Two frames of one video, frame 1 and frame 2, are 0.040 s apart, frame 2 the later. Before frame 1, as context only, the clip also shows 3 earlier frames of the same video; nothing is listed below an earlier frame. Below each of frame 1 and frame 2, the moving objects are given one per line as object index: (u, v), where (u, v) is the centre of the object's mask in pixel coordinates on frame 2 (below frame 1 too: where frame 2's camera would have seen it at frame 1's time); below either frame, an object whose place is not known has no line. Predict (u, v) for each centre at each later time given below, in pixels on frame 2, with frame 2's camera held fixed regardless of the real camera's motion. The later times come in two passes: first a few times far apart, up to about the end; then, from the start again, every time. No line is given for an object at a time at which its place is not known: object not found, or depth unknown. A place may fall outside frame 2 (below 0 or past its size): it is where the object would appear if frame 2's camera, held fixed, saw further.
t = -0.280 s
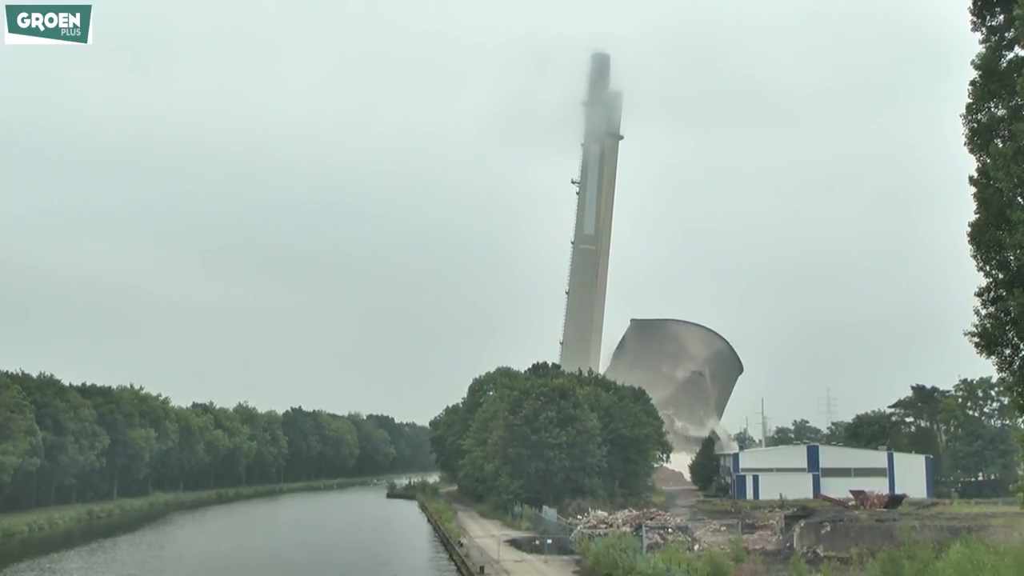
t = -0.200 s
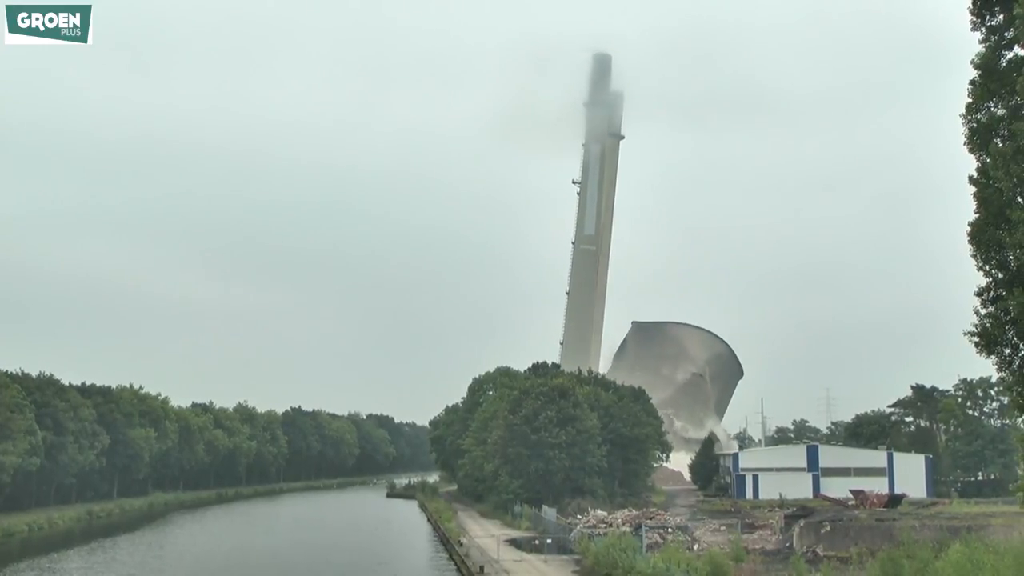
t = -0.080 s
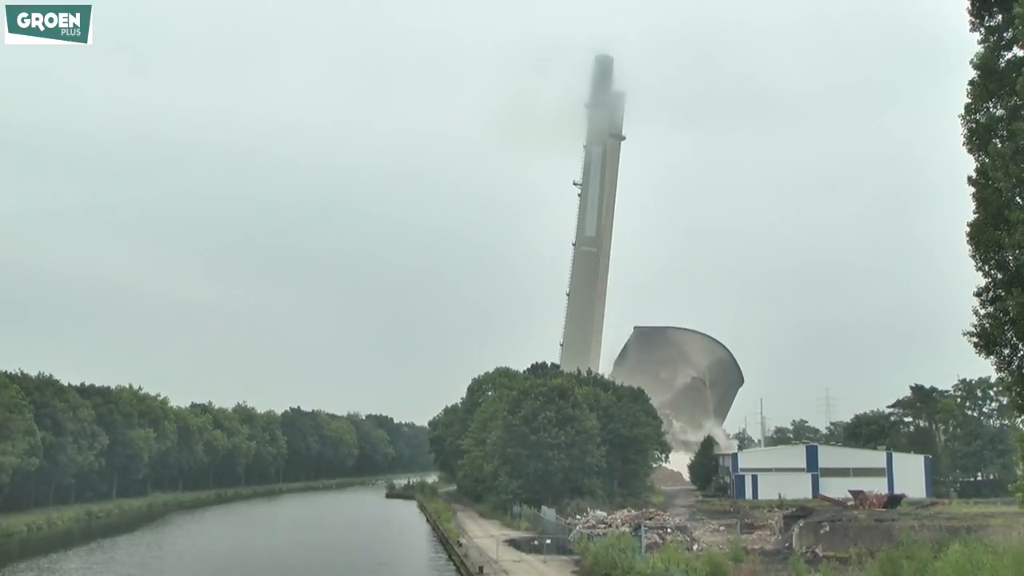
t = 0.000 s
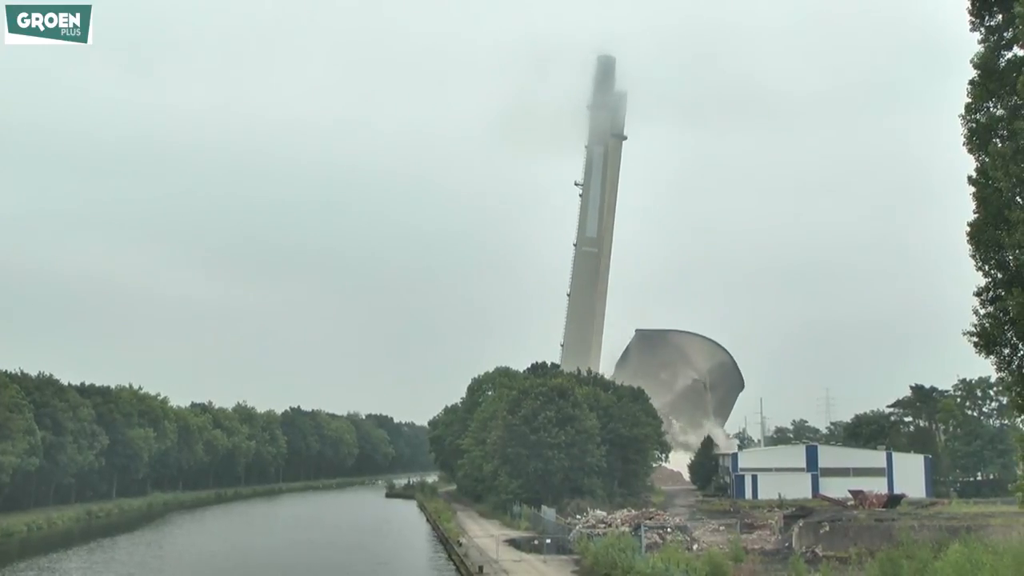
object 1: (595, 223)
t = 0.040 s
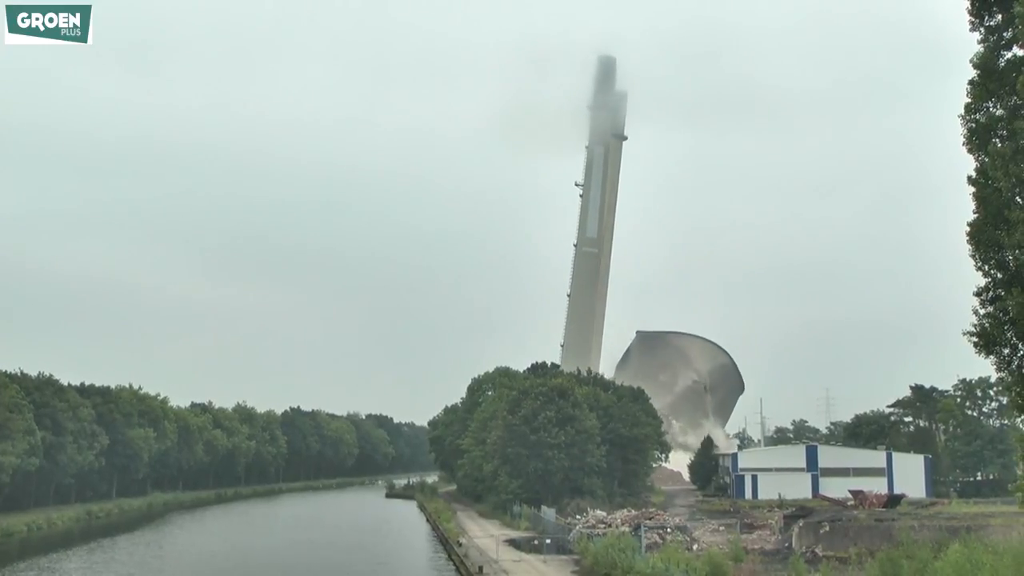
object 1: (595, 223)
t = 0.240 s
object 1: (598, 224)
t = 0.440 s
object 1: (601, 226)
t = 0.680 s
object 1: (605, 228)
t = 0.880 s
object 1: (608, 230)
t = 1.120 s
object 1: (612, 232)
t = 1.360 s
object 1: (617, 235)
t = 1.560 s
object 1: (621, 236)
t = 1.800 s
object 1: (626, 238)
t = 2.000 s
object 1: (630, 240)
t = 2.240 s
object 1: (636, 241)
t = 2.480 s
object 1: (643, 243)
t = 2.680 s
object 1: (649, 243)
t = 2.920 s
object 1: (657, 244)
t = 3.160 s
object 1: (665, 246)
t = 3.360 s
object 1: (673, 248)
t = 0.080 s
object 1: (596, 223)
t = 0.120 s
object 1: (596, 224)
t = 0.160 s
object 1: (597, 224)
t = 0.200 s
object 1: (597, 224)
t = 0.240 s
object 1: (598, 224)
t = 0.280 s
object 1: (599, 225)
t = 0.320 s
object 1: (599, 225)
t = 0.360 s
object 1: (600, 225)
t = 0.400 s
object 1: (600, 225)
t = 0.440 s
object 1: (601, 226)
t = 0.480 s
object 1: (601, 226)
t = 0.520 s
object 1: (602, 226)
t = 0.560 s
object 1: (603, 227)
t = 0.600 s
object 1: (603, 227)
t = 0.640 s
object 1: (604, 228)
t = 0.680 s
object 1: (605, 228)
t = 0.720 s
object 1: (605, 228)
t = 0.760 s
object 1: (606, 228)
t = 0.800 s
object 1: (607, 229)
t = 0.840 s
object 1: (607, 229)
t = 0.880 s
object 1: (608, 230)
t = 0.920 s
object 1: (609, 230)
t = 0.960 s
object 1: (610, 230)
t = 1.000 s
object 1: (610, 231)
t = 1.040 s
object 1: (611, 231)
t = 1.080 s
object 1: (612, 231)
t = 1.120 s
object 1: (612, 232)
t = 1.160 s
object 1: (613, 233)
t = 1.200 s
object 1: (614, 233)
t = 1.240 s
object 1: (615, 233)
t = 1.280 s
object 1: (615, 234)
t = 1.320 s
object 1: (616, 234)
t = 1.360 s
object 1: (617, 235)
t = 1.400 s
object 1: (618, 235)
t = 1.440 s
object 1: (618, 235)
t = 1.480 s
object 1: (619, 236)
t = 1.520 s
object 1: (620, 236)
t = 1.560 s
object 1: (621, 236)
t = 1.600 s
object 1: (622, 236)
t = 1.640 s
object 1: (623, 237)
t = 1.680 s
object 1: (623, 237)
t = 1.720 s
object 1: (624, 238)
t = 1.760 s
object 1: (625, 238)
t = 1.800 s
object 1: (626, 238)
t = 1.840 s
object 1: (627, 239)
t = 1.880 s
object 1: (628, 239)
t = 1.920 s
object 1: (629, 239)
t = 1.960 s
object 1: (629, 239)
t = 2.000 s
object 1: (630, 240)
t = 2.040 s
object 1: (631, 240)
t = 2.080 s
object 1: (632, 241)
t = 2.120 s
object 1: (633, 241)
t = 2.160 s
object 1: (634, 241)
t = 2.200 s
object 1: (635, 241)
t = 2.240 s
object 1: (636, 241)
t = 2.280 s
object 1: (637, 242)
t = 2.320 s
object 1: (638, 242)
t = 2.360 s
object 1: (639, 242)
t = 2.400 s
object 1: (640, 242)
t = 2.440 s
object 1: (642, 242)
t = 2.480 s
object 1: (643, 243)
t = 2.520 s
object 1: (644, 244)
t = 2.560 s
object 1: (645, 243)
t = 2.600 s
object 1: (646, 243)
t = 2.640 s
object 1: (648, 243)
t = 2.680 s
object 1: (649, 243)
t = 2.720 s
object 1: (650, 244)
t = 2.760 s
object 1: (652, 244)
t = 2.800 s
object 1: (653, 244)
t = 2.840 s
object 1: (654, 244)
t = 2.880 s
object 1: (655, 244)
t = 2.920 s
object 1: (657, 244)
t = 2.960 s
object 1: (658, 245)
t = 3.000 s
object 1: (660, 245)
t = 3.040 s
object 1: (661, 245)
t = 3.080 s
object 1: (662, 245)
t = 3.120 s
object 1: (664, 245)
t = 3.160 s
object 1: (665, 246)
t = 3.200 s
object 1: (667, 246)
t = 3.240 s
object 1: (668, 247)
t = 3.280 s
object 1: (670, 247)
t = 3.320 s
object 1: (671, 247)
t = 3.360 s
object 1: (673, 248)
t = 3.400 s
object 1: (674, 249)
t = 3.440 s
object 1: (676, 249)
